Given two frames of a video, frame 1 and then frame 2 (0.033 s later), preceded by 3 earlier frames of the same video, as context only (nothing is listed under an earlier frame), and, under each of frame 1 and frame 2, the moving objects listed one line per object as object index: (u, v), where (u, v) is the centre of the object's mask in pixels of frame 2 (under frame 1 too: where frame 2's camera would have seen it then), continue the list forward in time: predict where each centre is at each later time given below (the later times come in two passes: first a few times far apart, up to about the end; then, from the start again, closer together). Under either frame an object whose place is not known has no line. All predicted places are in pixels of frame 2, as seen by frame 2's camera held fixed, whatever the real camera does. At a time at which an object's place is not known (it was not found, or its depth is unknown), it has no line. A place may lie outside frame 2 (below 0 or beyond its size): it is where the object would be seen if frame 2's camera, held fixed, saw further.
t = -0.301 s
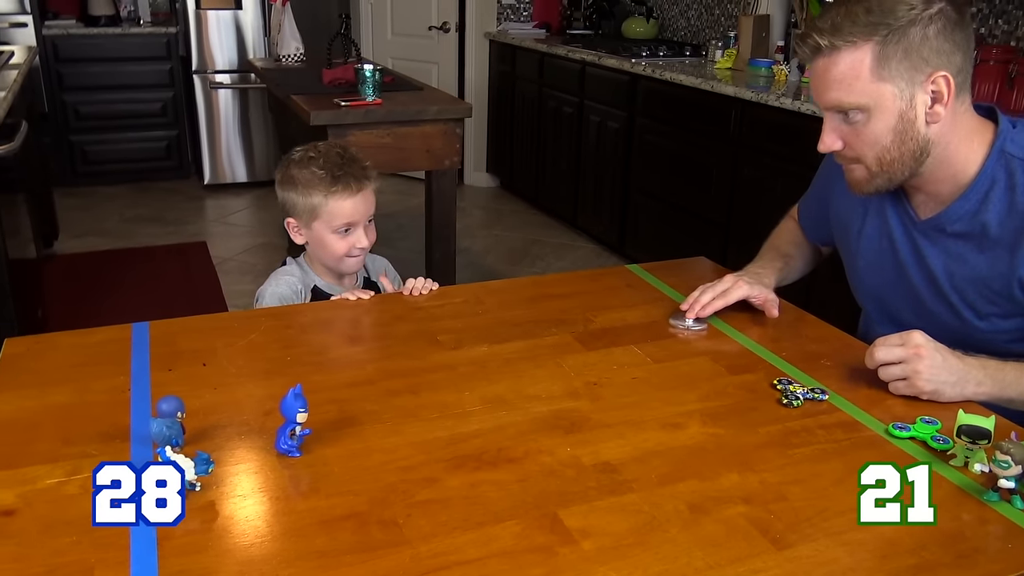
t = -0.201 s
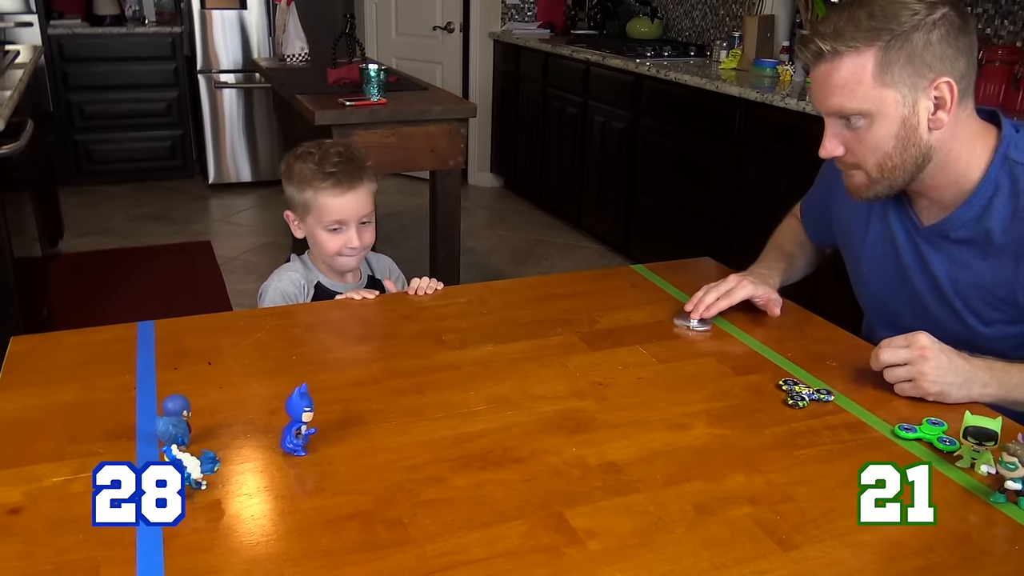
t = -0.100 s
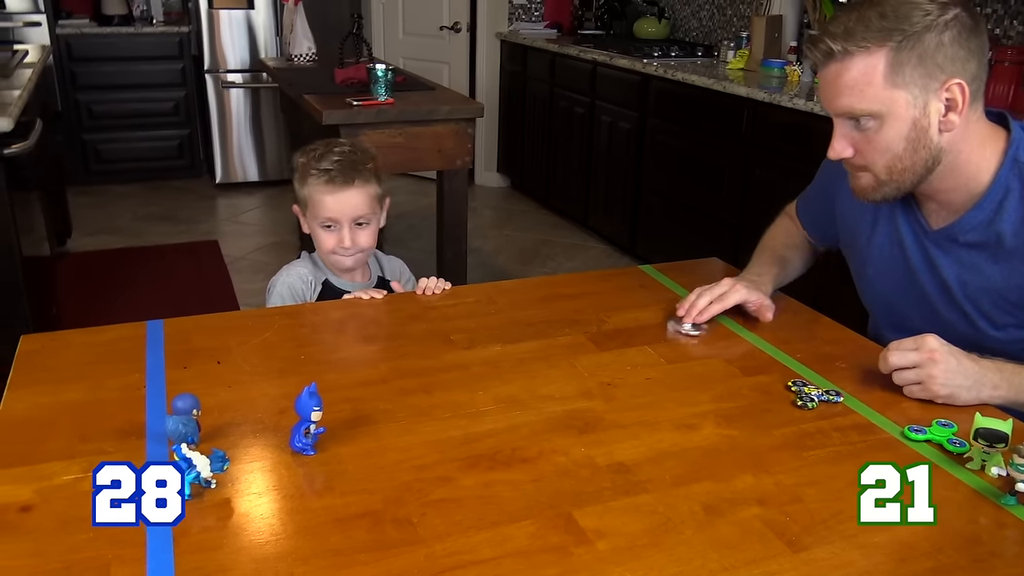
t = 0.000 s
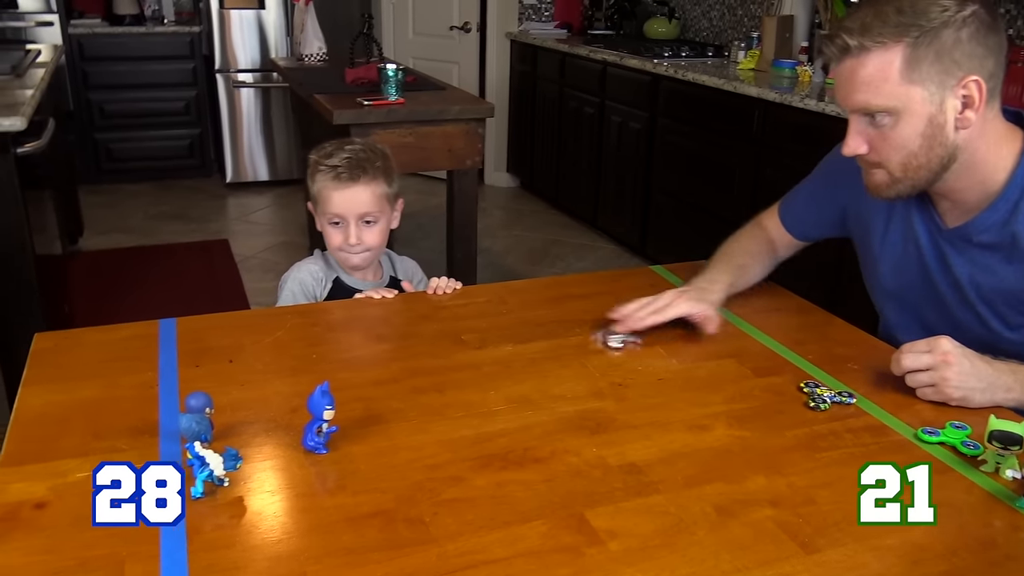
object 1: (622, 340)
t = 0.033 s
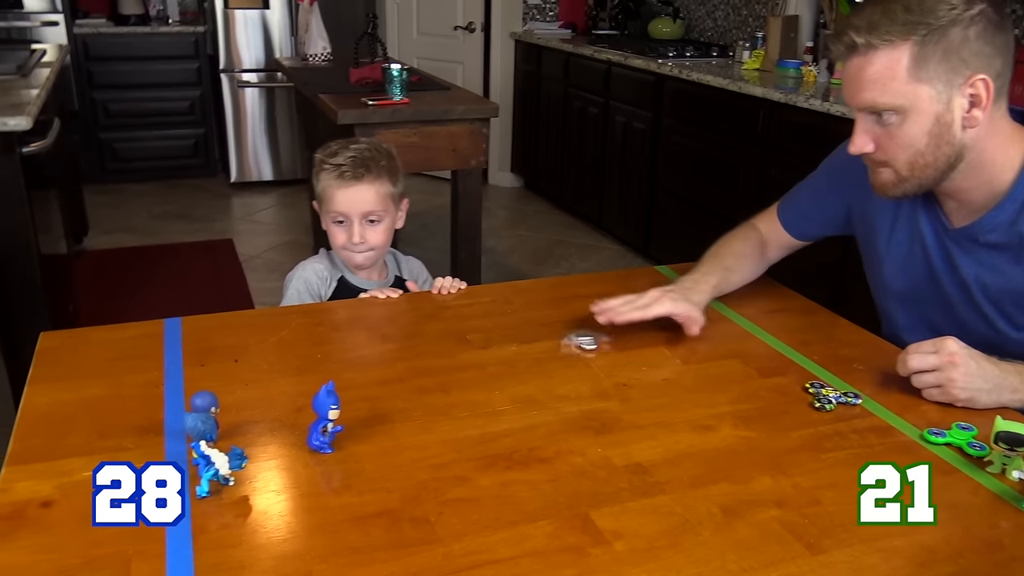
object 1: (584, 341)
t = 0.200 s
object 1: (414, 349)
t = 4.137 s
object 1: (177, 355)
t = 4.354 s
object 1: (178, 355)
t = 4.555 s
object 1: (179, 354)
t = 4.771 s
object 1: (179, 353)
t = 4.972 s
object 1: (178, 352)
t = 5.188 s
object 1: (179, 352)
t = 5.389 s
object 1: (184, 351)
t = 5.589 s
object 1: (183, 351)
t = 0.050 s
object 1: (565, 341)
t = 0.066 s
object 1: (547, 343)
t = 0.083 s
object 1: (529, 343)
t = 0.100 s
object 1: (512, 344)
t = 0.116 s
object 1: (496, 345)
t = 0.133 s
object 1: (478, 346)
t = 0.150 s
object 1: (461, 347)
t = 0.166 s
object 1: (446, 347)
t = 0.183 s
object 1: (429, 347)
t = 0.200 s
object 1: (414, 349)
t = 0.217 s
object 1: (397, 349)
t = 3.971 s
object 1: (179, 356)
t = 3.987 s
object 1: (180, 355)
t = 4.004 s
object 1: (179, 355)
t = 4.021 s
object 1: (178, 355)
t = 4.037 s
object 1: (179, 355)
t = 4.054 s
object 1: (177, 356)
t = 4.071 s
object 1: (178, 355)
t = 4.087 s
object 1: (180, 355)
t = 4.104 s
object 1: (178, 355)
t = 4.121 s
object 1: (179, 355)
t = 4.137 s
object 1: (177, 355)
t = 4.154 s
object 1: (178, 355)
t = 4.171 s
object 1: (179, 355)
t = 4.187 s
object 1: (179, 355)
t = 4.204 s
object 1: (178, 354)
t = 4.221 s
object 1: (179, 355)
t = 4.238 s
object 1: (178, 355)
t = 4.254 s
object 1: (178, 355)
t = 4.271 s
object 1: (179, 355)
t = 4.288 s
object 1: (179, 354)
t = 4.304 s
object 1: (178, 354)
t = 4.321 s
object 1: (178, 355)
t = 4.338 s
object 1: (178, 354)
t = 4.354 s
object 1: (178, 355)
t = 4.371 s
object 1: (179, 354)
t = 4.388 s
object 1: (179, 354)
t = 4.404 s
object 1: (179, 354)
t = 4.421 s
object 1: (178, 355)
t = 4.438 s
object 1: (179, 354)
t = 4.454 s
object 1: (178, 354)
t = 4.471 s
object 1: (178, 354)
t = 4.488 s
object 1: (179, 354)
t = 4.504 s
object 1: (180, 354)
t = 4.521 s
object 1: (179, 354)
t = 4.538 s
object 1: (179, 354)
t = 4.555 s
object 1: (179, 354)
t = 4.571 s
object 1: (178, 354)
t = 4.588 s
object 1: (178, 355)
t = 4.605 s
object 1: (179, 354)
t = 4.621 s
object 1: (179, 354)
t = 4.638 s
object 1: (181, 355)
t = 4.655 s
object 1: (178, 354)
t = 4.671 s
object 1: (179, 354)
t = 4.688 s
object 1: (179, 353)
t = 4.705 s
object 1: (177, 354)
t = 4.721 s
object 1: (178, 354)
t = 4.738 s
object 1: (179, 354)
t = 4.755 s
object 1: (179, 353)
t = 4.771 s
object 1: (179, 353)
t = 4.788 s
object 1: (177, 353)
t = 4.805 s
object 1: (178, 353)
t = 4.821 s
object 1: (178, 353)
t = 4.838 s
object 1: (177, 353)
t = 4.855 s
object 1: (177, 353)
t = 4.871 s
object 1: (178, 353)
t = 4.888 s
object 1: (178, 353)
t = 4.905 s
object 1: (178, 353)
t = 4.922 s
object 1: (177, 353)
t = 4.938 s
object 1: (177, 353)
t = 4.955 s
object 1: (178, 352)
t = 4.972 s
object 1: (178, 352)
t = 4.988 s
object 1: (177, 352)
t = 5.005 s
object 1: (176, 353)
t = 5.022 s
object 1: (177, 352)
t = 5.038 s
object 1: (177, 352)
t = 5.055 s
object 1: (178, 352)
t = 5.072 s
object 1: (178, 352)
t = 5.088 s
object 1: (176, 352)
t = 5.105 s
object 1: (177, 352)
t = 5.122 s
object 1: (177, 351)
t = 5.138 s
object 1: (178, 351)
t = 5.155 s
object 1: (180, 351)
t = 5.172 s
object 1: (179, 351)
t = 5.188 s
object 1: (179, 352)
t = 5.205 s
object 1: (179, 352)
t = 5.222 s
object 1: (179, 351)
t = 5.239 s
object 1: (180, 351)
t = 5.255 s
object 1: (179, 351)
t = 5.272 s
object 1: (180, 351)
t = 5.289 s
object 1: (180, 351)
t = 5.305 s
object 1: (181, 351)
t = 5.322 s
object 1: (182, 351)
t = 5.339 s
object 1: (182, 351)
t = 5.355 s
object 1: (183, 351)
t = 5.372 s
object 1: (184, 351)
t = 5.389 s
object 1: (184, 351)
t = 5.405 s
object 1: (183, 351)
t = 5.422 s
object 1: (183, 351)
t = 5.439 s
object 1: (183, 351)
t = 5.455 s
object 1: (183, 351)
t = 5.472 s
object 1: (182, 351)
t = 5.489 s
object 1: (182, 351)
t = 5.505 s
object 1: (182, 351)
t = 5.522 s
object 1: (182, 351)
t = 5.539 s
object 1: (182, 352)
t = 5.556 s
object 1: (183, 352)
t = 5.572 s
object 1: (183, 351)
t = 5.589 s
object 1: (183, 351)
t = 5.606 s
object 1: (183, 352)
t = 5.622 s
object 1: (184, 351)
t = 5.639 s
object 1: (184, 352)
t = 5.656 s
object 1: (184, 351)
